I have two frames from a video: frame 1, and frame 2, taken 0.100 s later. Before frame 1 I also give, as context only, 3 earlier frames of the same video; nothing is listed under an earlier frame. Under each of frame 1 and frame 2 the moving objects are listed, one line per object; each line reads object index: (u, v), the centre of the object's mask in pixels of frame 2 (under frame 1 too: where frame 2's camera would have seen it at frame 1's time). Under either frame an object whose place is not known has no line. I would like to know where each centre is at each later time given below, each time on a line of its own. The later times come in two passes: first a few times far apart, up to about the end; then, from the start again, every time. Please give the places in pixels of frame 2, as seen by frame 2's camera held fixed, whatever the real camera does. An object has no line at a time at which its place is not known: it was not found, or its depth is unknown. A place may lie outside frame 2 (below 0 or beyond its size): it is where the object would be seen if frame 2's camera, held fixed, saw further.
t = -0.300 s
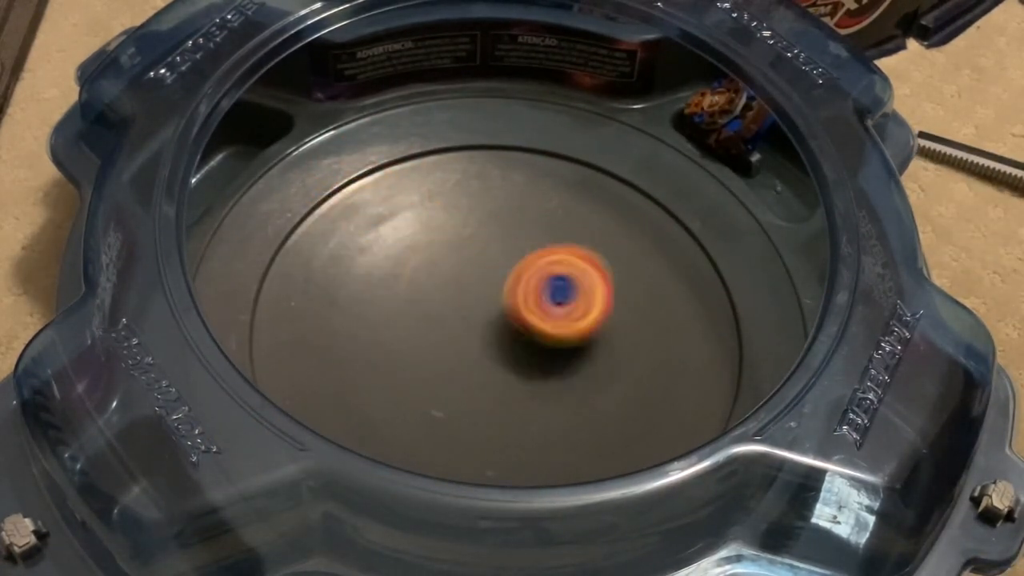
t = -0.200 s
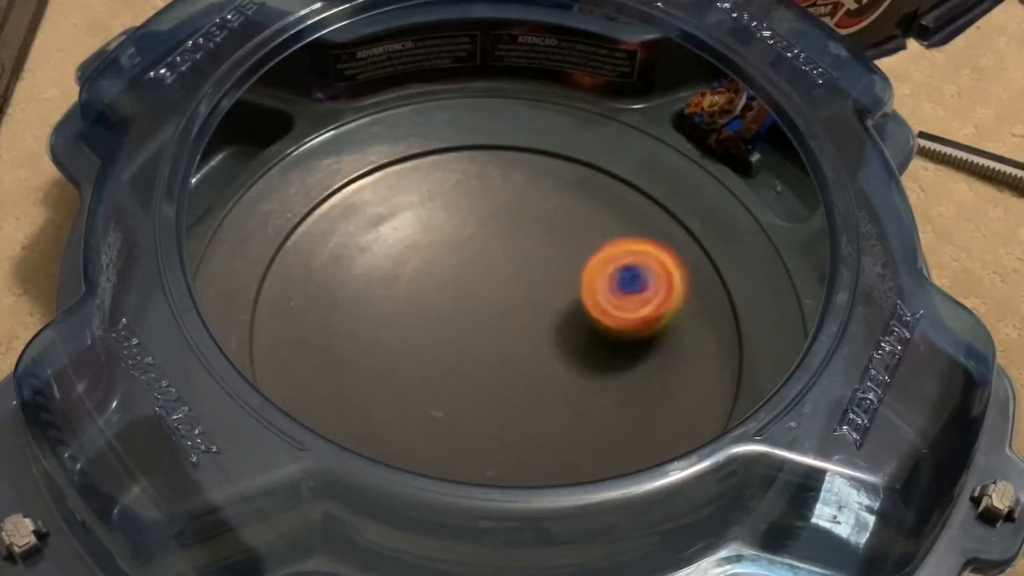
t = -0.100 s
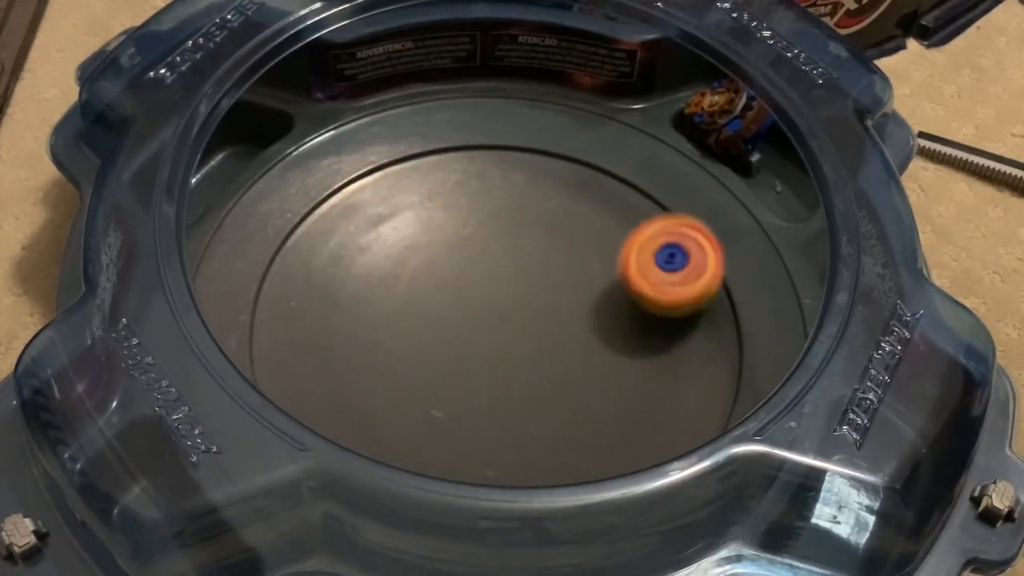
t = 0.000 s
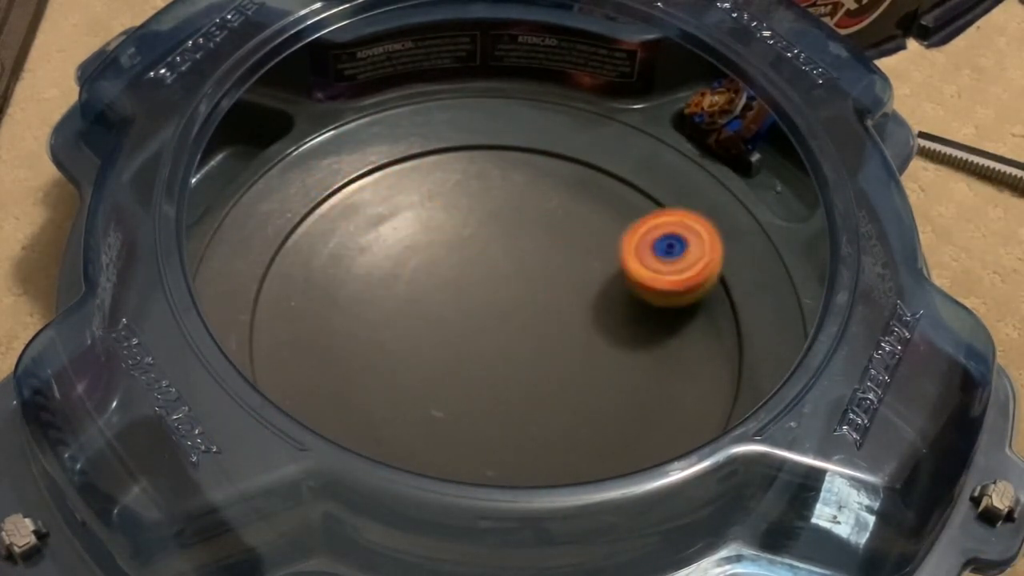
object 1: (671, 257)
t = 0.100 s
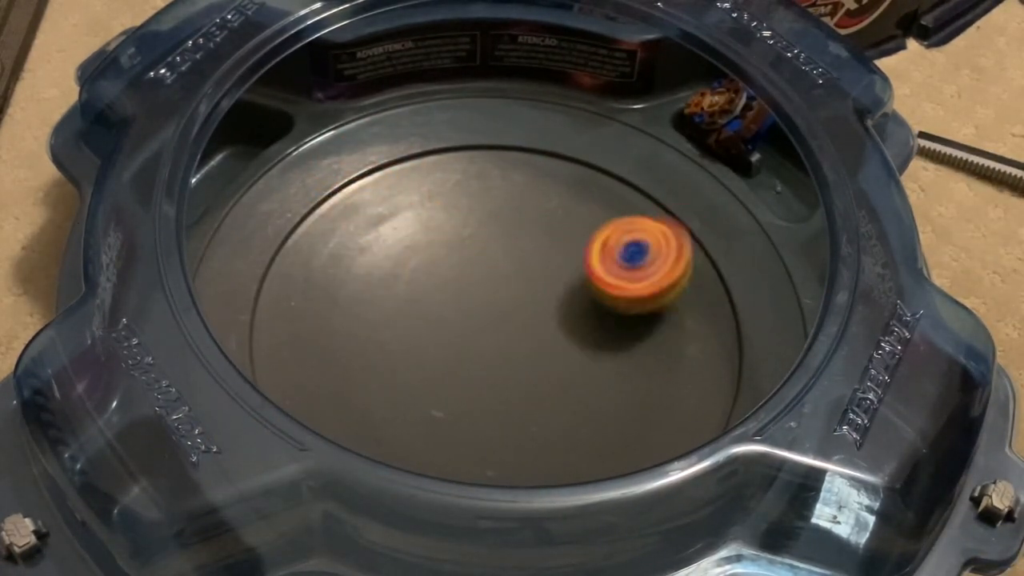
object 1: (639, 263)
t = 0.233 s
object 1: (557, 304)
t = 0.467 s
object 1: (439, 397)
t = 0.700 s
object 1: (443, 435)
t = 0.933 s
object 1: (483, 331)
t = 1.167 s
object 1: (476, 205)
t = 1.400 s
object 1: (445, 201)
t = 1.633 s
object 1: (510, 310)
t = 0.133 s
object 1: (620, 269)
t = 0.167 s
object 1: (597, 280)
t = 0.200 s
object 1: (575, 293)
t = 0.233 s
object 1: (557, 304)
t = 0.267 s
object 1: (539, 318)
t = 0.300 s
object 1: (523, 331)
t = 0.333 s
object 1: (506, 344)
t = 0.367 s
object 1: (488, 358)
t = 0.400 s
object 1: (469, 370)
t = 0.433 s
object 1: (452, 384)
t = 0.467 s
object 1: (439, 397)
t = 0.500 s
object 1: (427, 412)
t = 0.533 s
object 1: (422, 424)
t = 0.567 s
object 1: (423, 431)
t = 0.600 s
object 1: (426, 434)
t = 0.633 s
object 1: (431, 436)
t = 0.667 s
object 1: (436, 436)
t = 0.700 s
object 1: (443, 435)
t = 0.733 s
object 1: (455, 431)
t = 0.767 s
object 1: (466, 423)
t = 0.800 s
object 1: (473, 406)
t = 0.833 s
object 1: (478, 388)
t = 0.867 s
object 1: (481, 369)
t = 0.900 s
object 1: (482, 350)
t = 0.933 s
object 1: (483, 331)
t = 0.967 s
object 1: (484, 312)
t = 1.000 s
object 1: (484, 293)
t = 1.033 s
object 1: (484, 274)
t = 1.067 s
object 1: (484, 256)
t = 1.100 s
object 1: (483, 238)
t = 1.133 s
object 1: (480, 221)
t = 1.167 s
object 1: (476, 205)
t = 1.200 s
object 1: (468, 191)
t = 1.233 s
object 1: (461, 182)
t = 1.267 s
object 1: (453, 178)
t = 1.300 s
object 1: (449, 180)
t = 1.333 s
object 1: (446, 183)
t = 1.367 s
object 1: (444, 191)
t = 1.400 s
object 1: (445, 201)
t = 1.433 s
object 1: (447, 215)
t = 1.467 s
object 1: (453, 230)
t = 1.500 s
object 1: (462, 248)
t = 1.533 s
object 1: (474, 264)
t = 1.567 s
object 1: (485, 280)
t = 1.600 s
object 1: (496, 295)
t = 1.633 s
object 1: (510, 310)
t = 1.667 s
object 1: (523, 324)
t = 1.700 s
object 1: (535, 338)
